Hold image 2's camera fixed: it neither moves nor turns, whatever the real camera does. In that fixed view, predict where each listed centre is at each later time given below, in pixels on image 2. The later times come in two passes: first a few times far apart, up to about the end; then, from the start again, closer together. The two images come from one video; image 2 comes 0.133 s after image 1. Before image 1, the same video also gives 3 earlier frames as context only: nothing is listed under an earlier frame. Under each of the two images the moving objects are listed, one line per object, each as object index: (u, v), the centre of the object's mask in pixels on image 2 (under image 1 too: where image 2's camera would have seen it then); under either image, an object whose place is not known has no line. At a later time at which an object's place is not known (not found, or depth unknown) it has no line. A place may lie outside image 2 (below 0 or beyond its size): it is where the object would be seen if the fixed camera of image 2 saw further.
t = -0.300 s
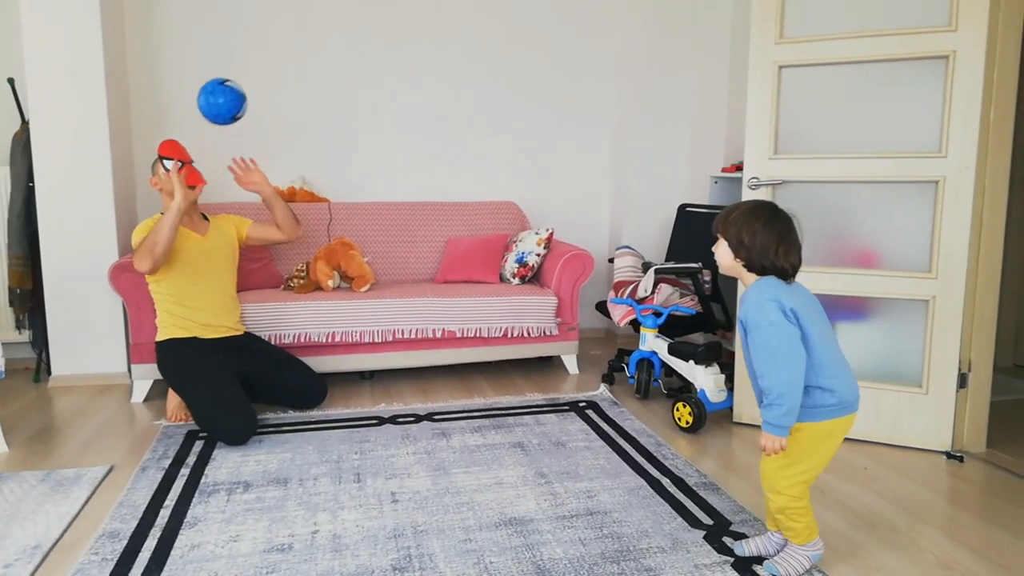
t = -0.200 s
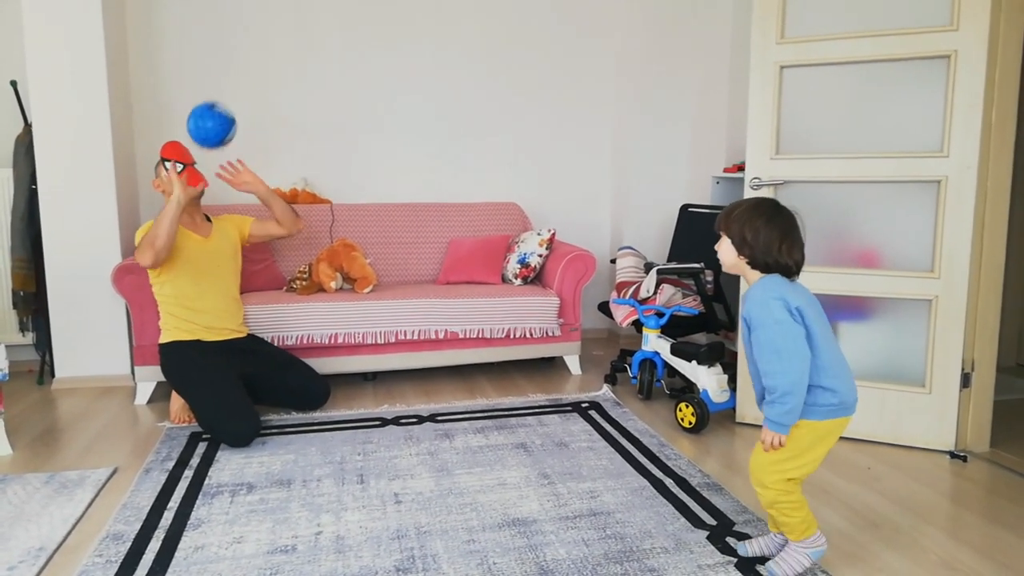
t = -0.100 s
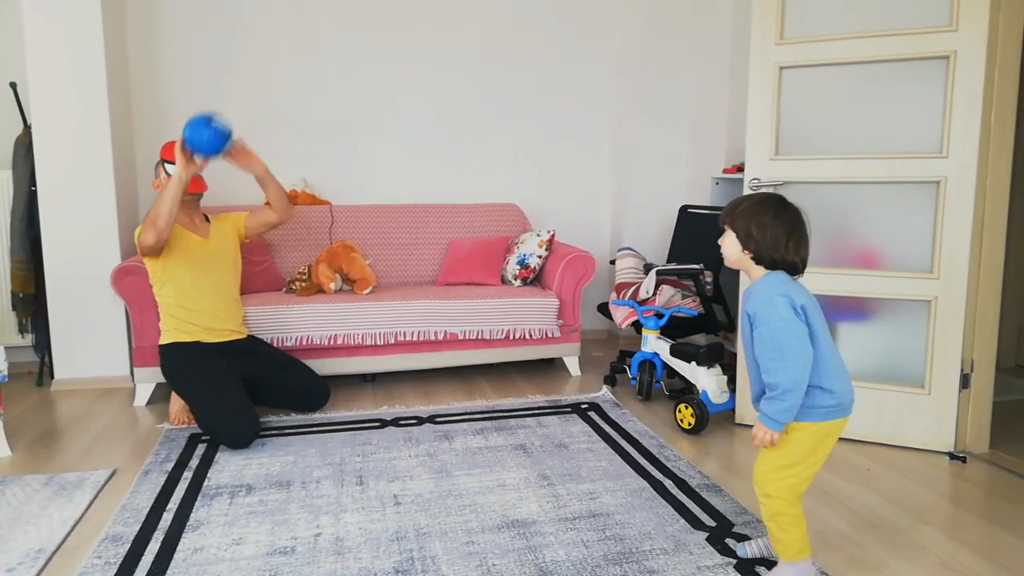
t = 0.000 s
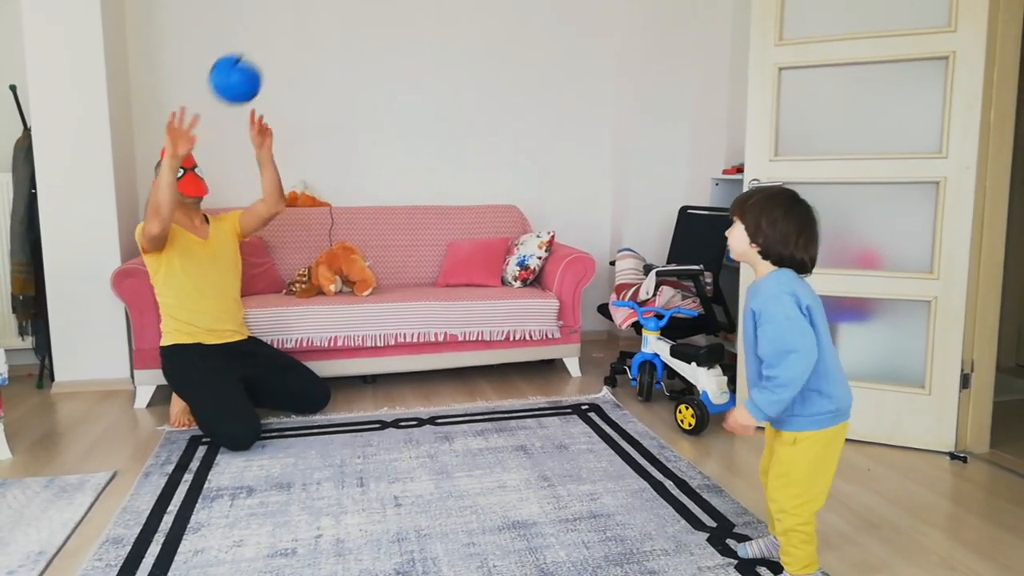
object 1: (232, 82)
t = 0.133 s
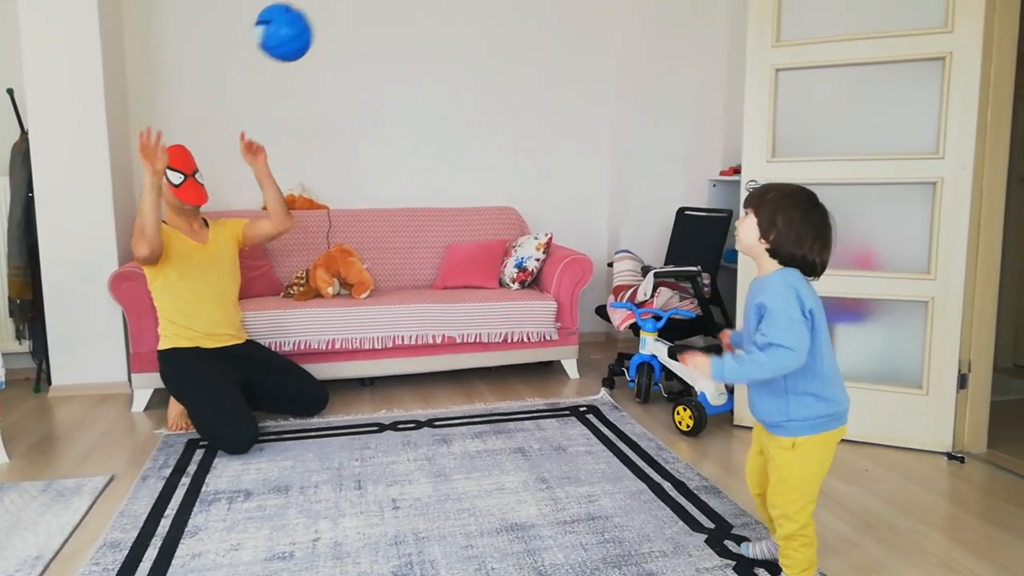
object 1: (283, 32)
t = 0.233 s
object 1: (329, 27)
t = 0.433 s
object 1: (456, 144)
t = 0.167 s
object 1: (297, 27)
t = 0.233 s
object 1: (329, 27)
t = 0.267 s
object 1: (347, 33)
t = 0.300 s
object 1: (367, 44)
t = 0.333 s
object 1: (387, 60)
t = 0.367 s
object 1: (409, 82)
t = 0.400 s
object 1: (431, 109)
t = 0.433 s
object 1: (456, 144)
